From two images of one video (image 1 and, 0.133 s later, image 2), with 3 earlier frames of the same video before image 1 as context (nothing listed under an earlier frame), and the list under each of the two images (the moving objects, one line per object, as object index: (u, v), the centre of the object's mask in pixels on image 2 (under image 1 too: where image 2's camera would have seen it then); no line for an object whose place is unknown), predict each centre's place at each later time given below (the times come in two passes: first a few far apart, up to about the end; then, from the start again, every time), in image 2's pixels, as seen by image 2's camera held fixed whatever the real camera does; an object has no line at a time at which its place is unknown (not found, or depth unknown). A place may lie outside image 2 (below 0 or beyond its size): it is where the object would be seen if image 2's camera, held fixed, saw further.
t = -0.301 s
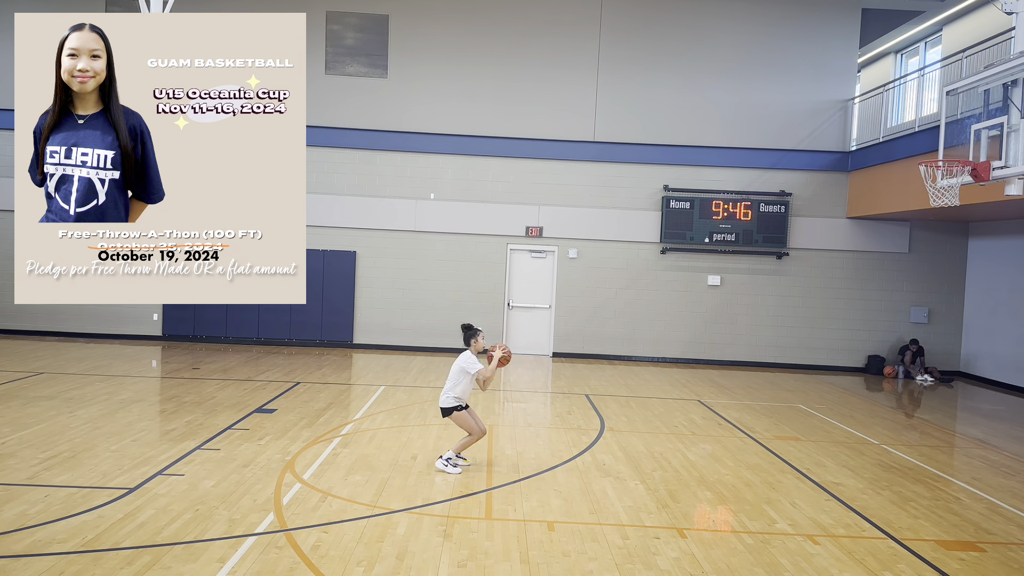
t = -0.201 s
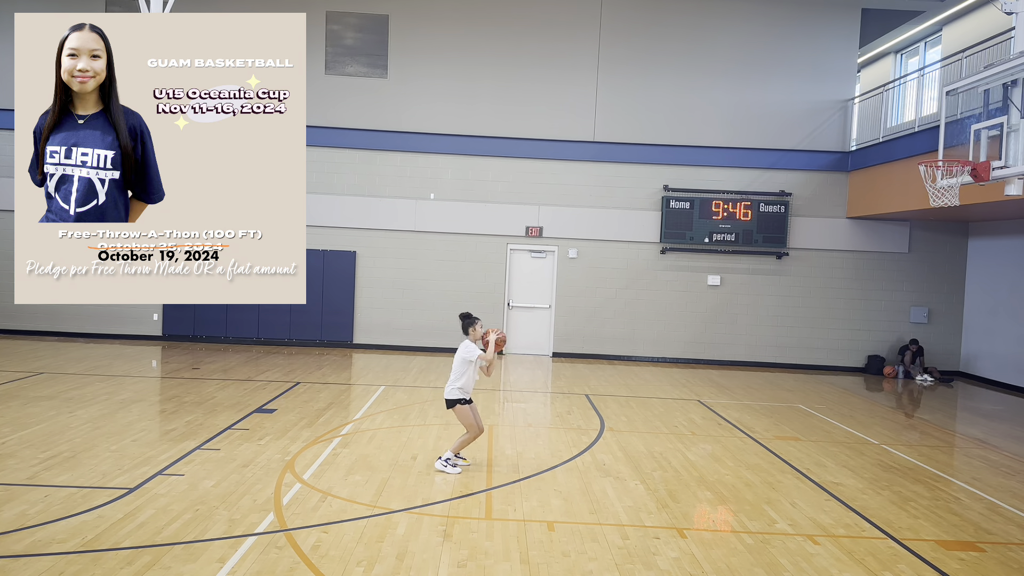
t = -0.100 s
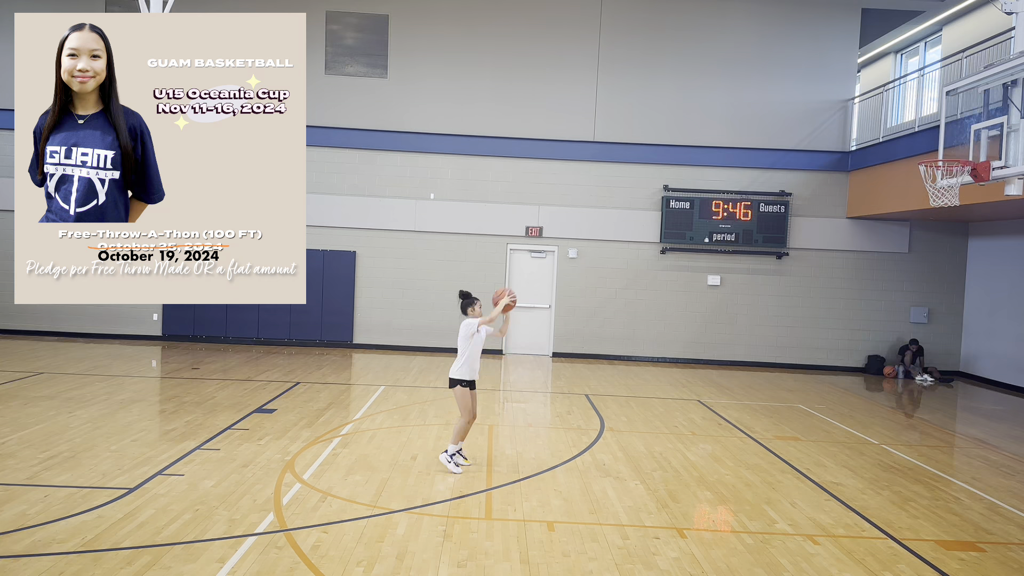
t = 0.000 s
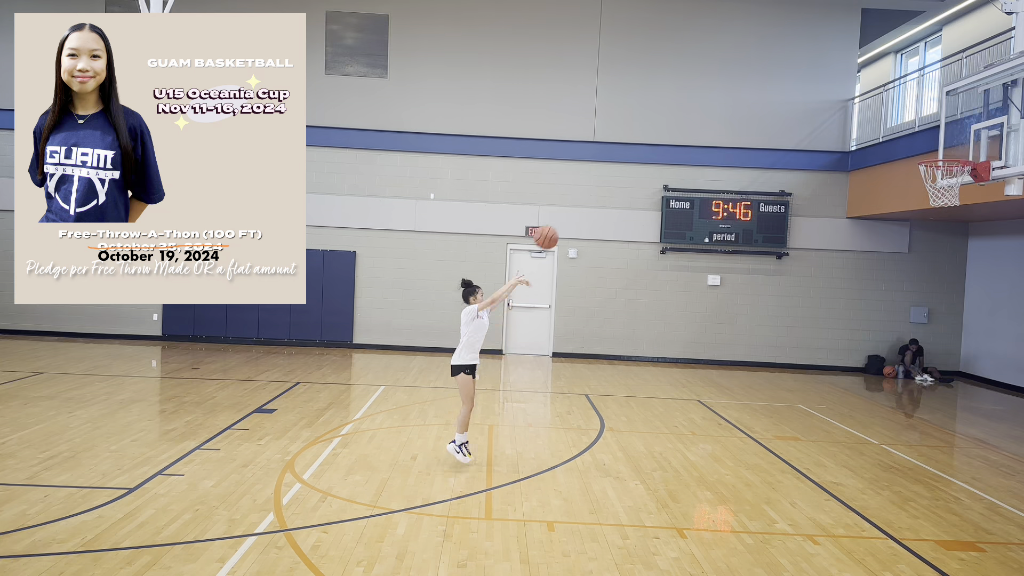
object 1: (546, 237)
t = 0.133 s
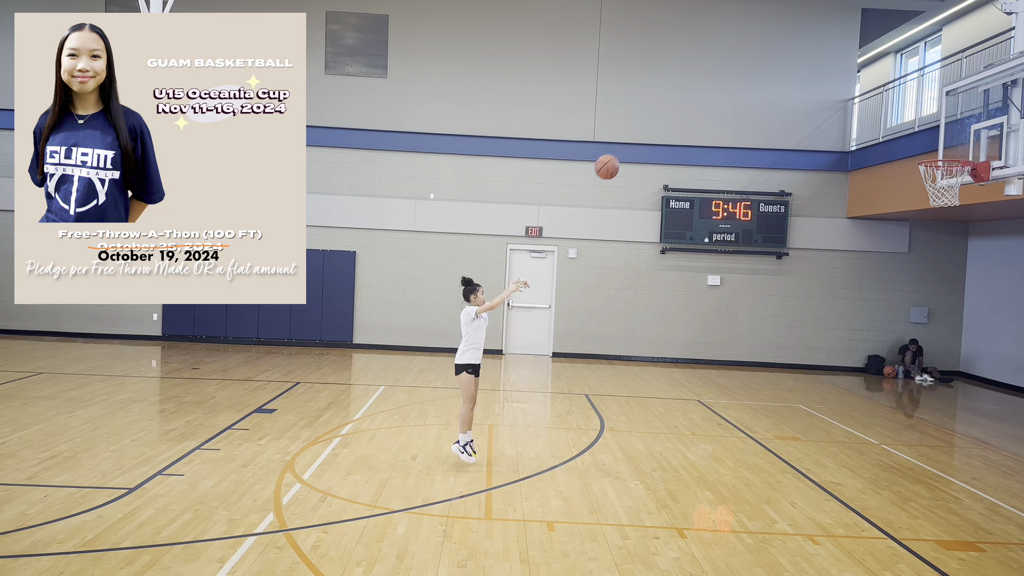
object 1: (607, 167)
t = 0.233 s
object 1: (651, 127)
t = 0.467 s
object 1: (752, 72)
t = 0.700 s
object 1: (848, 76)
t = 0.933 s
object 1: (938, 137)
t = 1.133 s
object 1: (926, 188)
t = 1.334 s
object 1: (932, 196)
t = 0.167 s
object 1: (622, 153)
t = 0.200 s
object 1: (636, 139)
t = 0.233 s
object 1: (651, 127)
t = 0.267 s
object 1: (666, 115)
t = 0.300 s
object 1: (681, 105)
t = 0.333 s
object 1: (695, 96)
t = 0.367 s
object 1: (709, 88)
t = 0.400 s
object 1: (724, 81)
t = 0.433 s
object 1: (738, 76)
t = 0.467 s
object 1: (752, 72)
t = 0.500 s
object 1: (766, 69)
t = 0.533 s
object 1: (780, 67)
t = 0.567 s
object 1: (794, 67)
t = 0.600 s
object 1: (808, 67)
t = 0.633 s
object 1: (822, 69)
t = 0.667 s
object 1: (835, 72)
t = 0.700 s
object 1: (848, 76)
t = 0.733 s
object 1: (862, 81)
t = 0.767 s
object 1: (875, 88)
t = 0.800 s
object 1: (887, 95)
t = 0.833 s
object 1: (900, 104)
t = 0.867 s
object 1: (913, 114)
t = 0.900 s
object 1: (926, 125)
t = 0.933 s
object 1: (938, 137)
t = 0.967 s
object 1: (950, 149)
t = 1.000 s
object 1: (962, 160)
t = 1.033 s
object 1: (948, 176)
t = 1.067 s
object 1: (937, 179)
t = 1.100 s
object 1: (929, 186)
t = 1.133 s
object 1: (926, 188)
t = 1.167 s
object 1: (923, 186)
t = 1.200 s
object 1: (922, 184)
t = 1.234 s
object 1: (923, 186)
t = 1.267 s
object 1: (926, 189)
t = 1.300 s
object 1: (929, 192)
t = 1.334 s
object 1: (932, 196)
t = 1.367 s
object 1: (937, 199)
